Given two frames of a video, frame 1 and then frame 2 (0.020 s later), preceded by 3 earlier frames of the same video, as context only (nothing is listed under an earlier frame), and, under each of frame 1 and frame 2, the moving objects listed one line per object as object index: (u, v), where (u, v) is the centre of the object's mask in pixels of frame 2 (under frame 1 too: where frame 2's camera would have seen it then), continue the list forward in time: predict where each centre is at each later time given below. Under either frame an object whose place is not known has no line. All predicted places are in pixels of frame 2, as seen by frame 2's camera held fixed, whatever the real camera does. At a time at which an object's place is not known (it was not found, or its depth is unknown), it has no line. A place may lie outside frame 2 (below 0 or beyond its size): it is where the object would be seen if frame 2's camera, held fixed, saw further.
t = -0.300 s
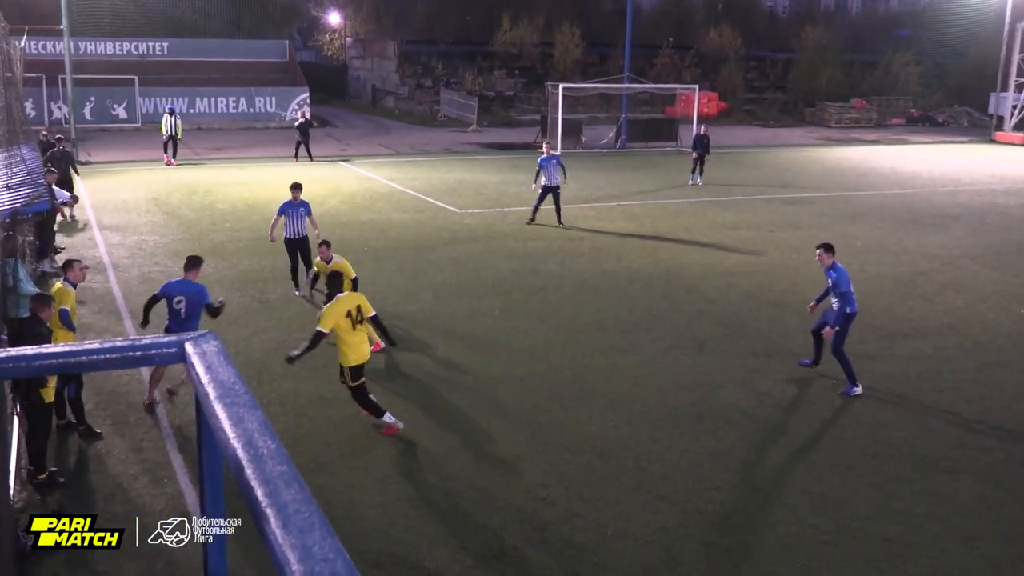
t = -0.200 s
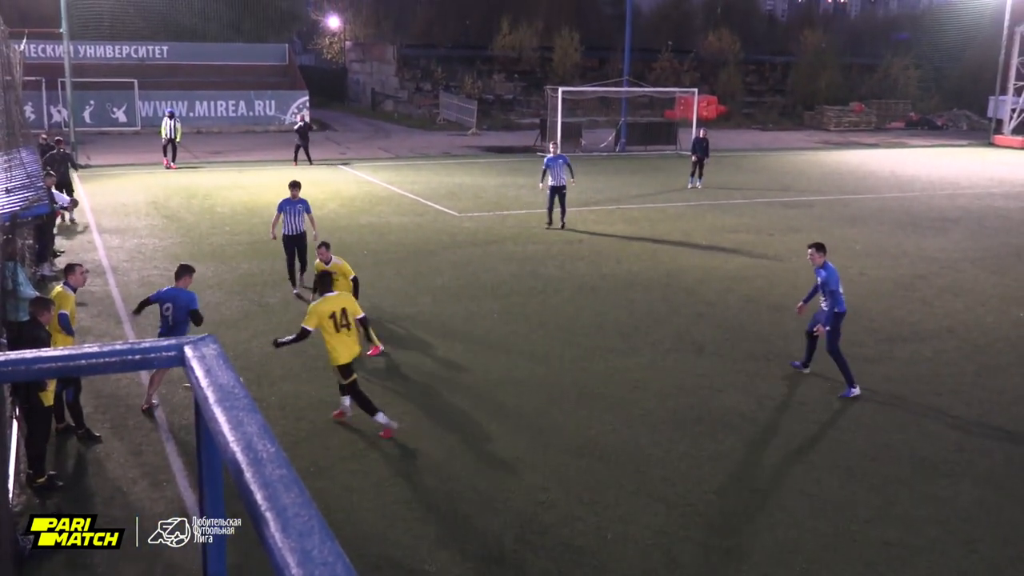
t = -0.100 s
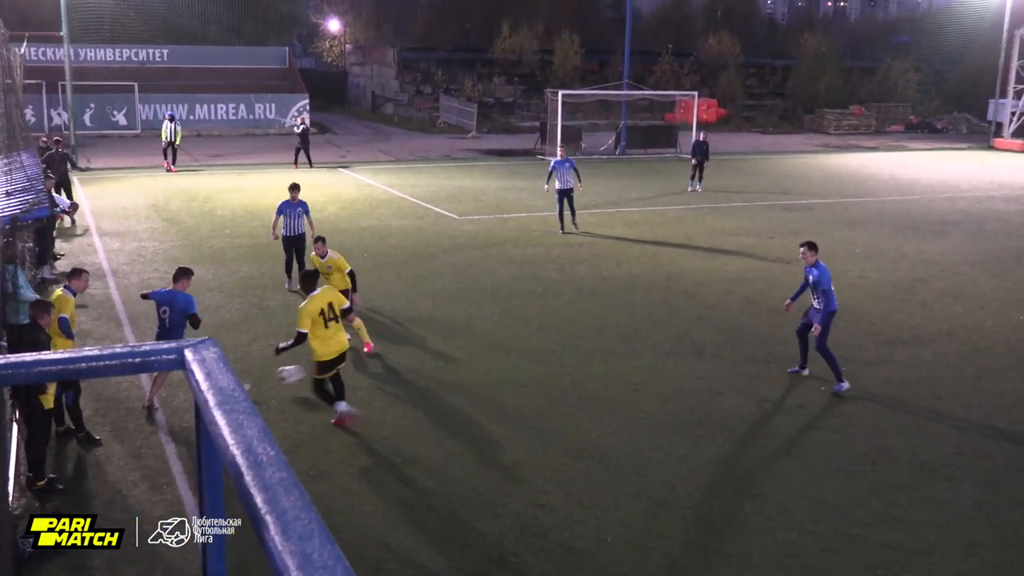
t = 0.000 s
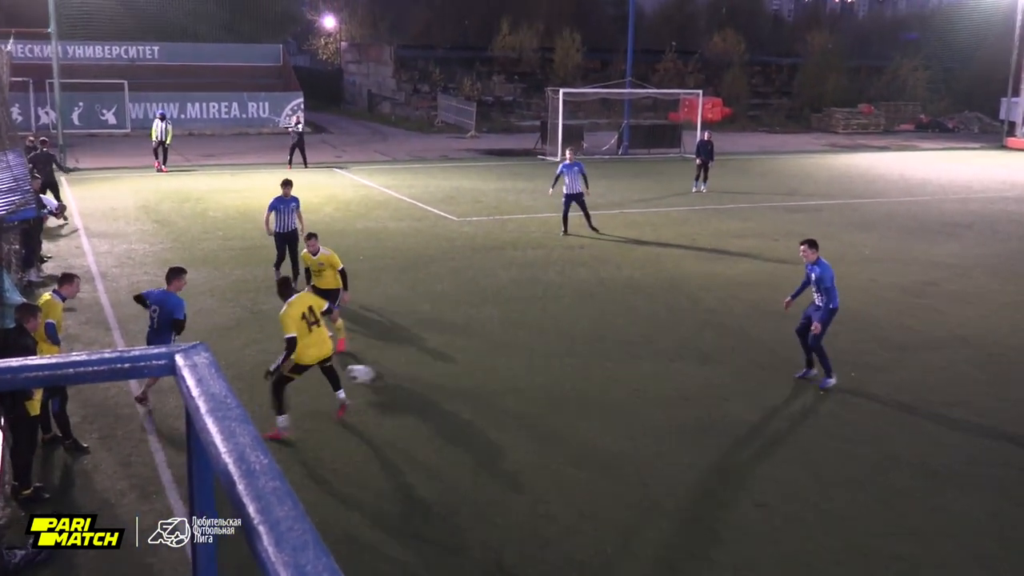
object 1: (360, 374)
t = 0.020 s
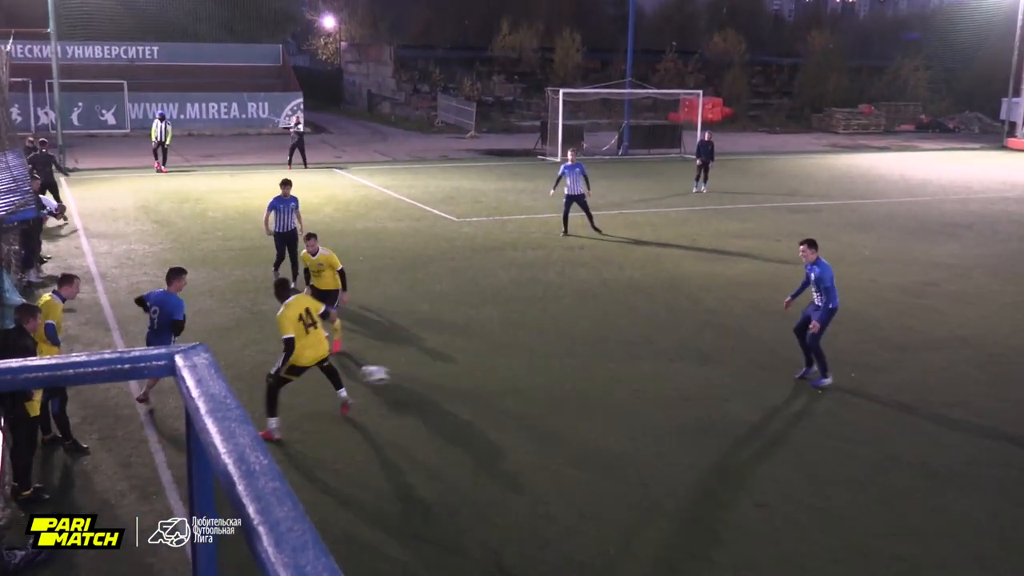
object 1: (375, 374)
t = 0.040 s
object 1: (390, 374)
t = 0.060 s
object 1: (404, 375)
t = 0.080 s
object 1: (419, 375)
